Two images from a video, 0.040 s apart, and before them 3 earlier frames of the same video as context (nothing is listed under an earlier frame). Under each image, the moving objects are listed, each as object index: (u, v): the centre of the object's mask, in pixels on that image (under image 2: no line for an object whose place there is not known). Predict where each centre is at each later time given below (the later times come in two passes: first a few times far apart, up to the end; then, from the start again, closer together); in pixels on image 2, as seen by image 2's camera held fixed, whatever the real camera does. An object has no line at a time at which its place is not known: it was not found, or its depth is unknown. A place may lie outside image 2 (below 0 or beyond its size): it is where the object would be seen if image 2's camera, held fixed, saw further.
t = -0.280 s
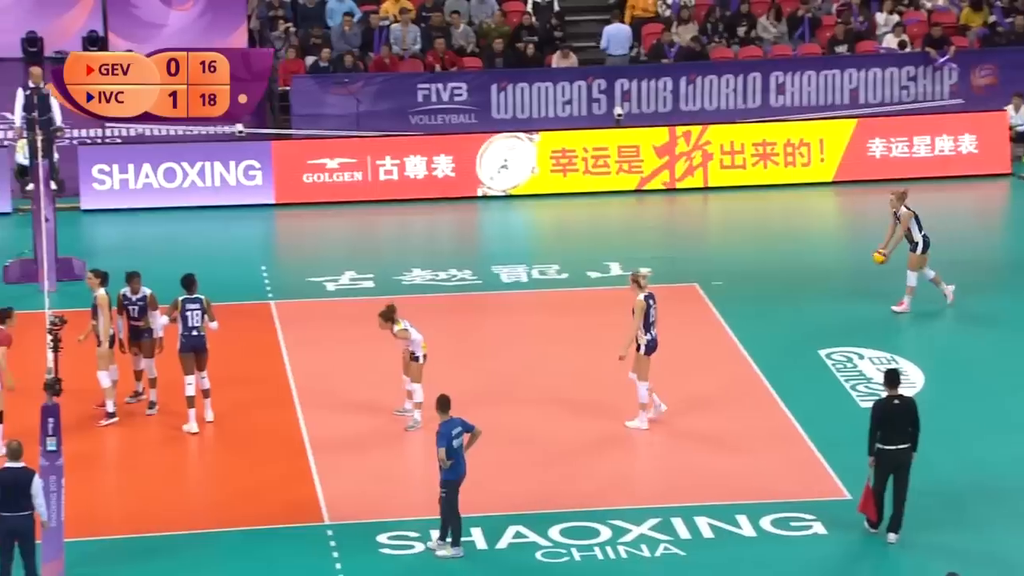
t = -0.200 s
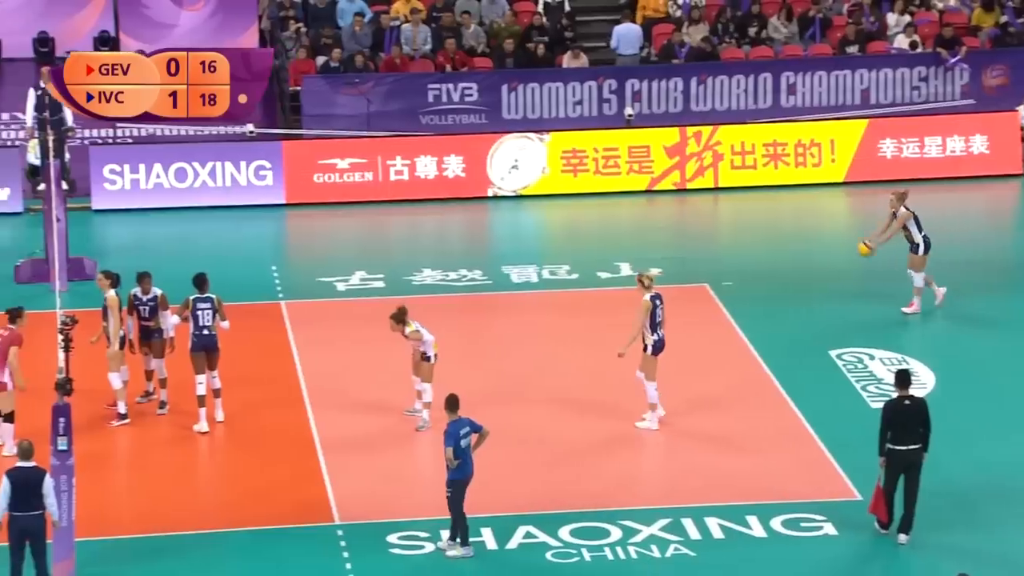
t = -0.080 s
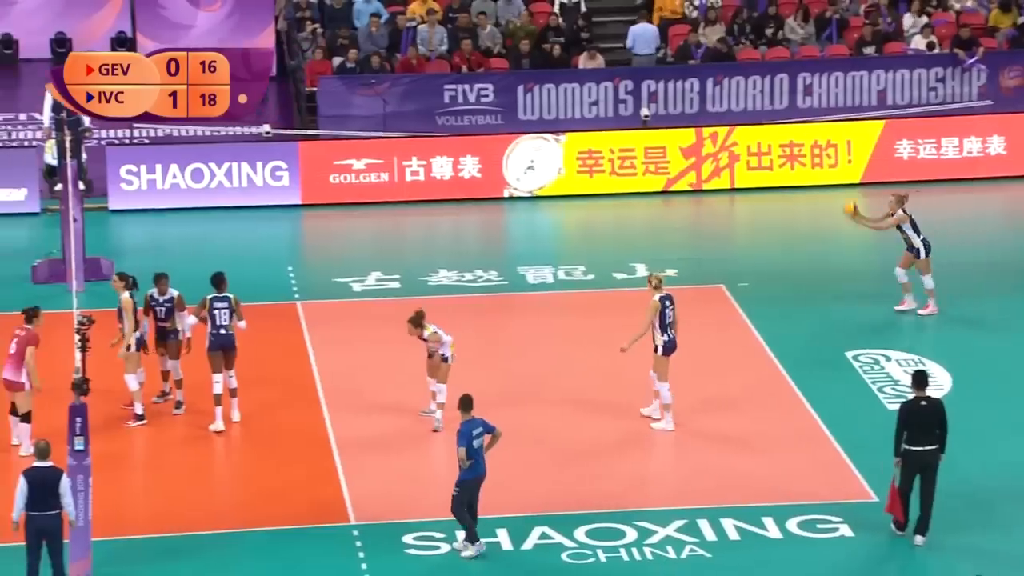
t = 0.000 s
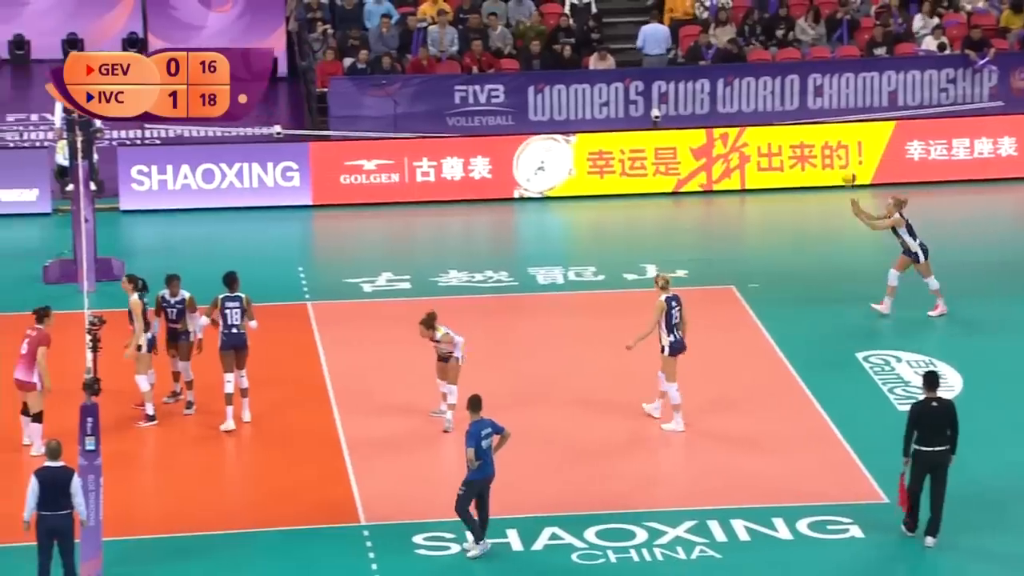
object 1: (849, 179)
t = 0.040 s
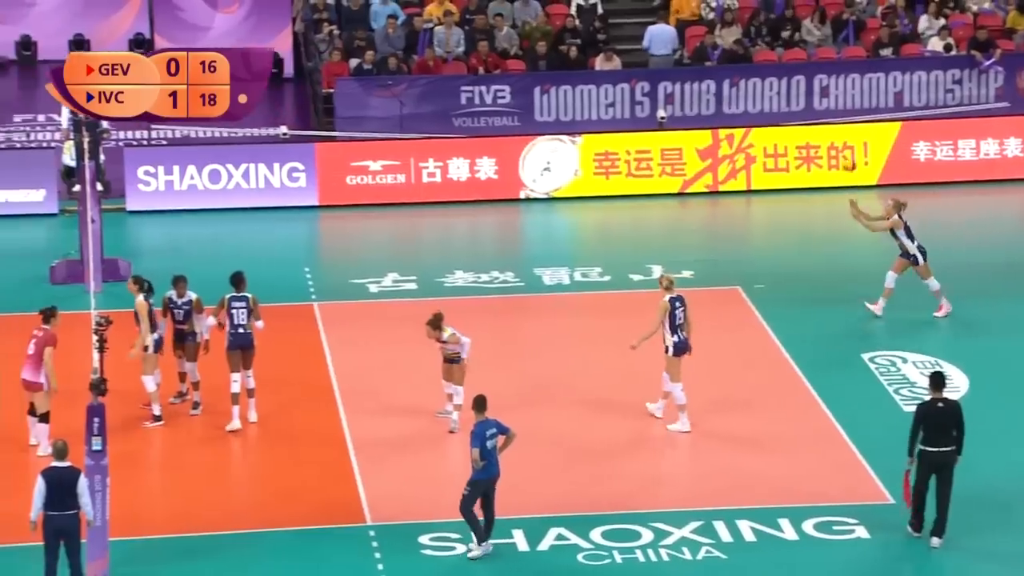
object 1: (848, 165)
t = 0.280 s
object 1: (814, 106)
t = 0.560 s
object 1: (772, 91)
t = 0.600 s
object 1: (769, 94)
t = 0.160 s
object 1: (831, 130)
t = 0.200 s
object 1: (826, 120)
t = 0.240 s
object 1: (820, 112)
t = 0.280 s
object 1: (814, 106)
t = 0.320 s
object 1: (807, 101)
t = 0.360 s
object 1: (802, 96)
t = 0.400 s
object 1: (796, 93)
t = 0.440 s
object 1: (790, 91)
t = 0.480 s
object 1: (784, 89)
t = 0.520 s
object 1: (779, 89)
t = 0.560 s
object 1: (772, 91)
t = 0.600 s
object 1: (769, 94)
